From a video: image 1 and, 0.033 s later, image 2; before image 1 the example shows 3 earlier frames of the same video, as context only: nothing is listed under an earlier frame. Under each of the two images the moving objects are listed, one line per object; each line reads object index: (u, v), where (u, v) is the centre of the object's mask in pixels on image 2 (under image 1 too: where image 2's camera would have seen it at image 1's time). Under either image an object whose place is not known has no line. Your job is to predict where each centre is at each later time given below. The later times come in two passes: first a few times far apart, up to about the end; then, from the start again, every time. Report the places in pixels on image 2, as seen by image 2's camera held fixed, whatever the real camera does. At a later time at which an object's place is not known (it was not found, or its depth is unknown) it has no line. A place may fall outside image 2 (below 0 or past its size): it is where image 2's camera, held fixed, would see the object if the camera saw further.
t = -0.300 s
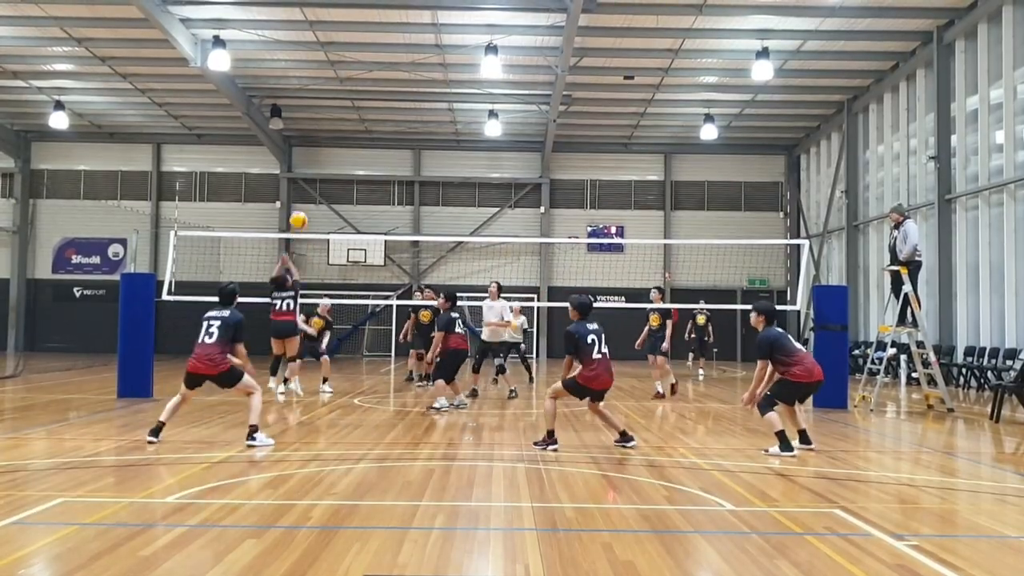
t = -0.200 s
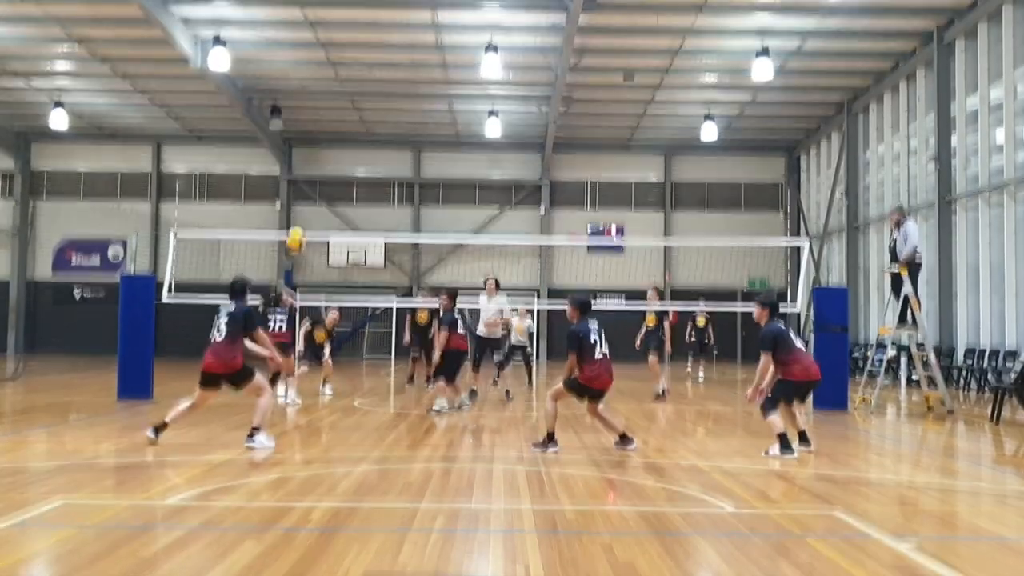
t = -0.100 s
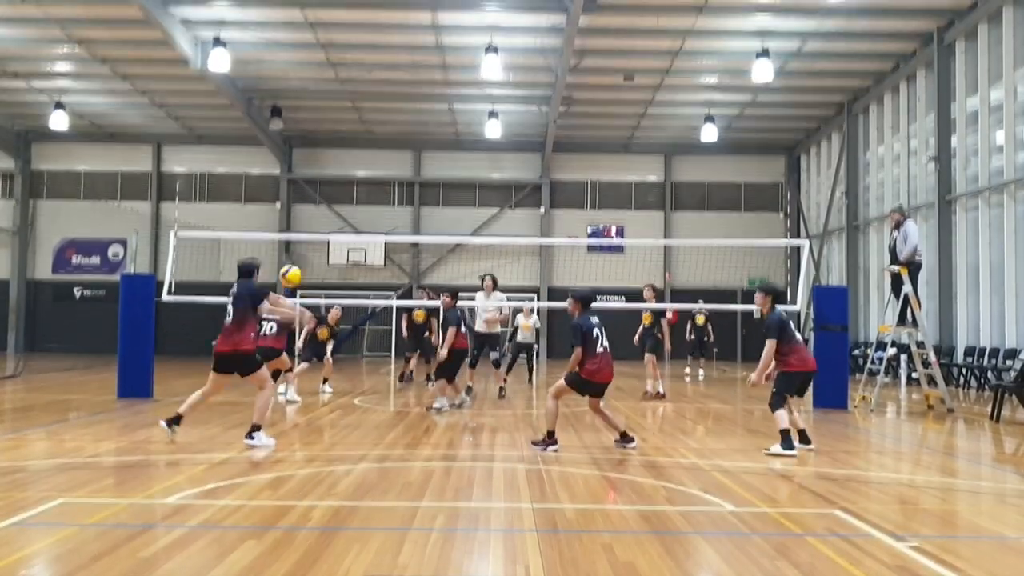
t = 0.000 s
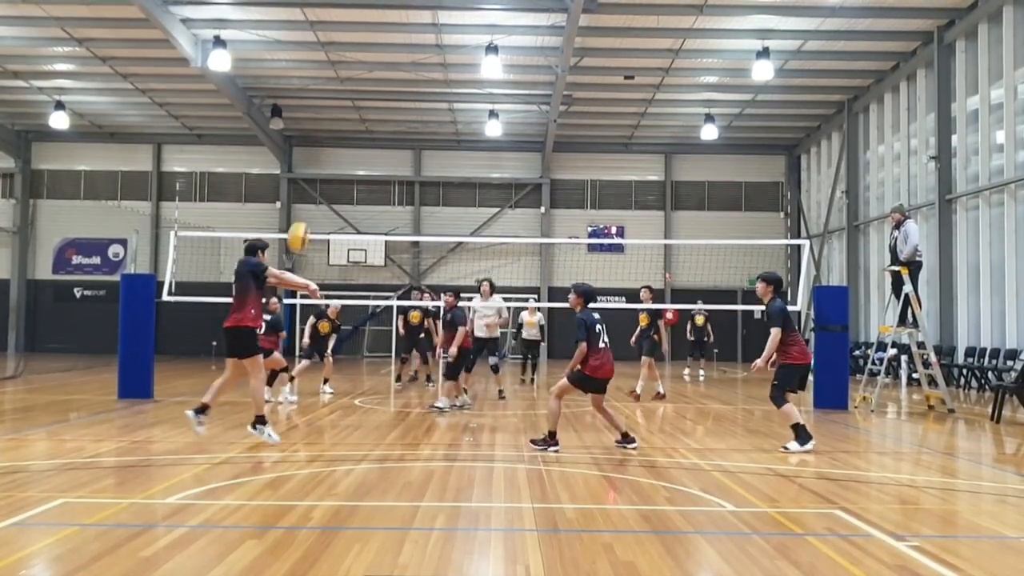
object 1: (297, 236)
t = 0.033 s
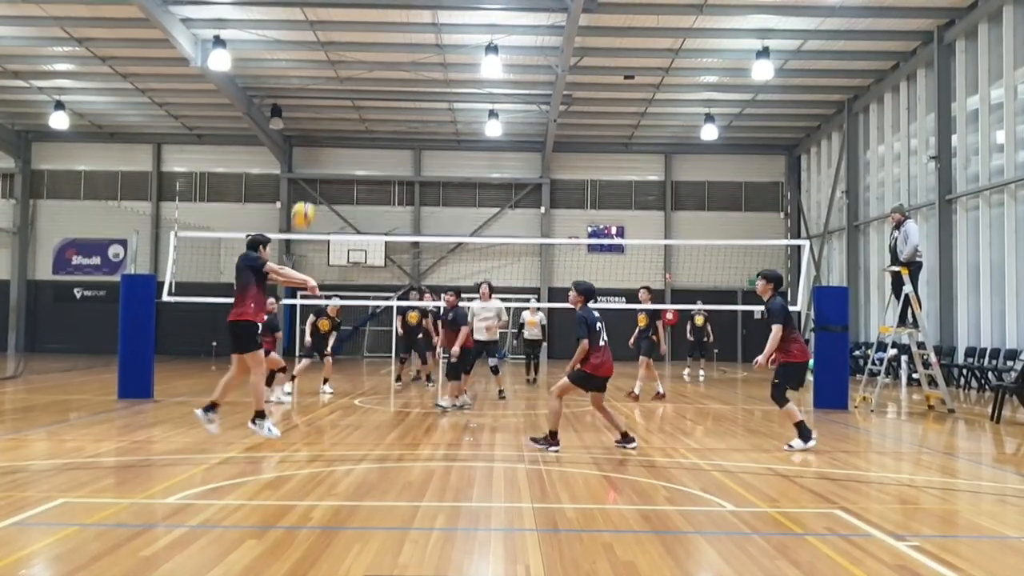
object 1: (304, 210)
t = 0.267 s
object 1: (327, 98)
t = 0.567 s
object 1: (349, 48)
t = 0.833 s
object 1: (365, 66)
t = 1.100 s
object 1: (377, 130)
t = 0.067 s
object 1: (308, 188)
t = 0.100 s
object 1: (310, 169)
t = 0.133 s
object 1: (314, 153)
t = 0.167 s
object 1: (318, 137)
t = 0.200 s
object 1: (321, 123)
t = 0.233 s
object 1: (324, 109)
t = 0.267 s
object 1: (327, 98)
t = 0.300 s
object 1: (331, 87)
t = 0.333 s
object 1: (334, 78)
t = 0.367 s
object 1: (338, 69)
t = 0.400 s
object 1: (339, 64)
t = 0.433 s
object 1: (341, 59)
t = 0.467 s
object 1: (343, 54)
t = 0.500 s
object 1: (345, 51)
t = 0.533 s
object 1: (347, 48)
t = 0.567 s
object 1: (349, 48)
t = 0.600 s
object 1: (350, 47)
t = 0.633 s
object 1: (352, 47)
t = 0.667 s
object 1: (354, 48)
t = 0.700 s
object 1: (357, 49)
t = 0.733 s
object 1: (359, 52)
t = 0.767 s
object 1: (361, 55)
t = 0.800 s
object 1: (363, 60)
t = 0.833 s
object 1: (365, 66)
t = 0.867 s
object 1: (366, 71)
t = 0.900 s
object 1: (368, 77)
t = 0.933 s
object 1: (369, 85)
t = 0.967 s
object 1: (371, 93)
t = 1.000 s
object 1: (372, 101)
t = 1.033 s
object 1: (373, 110)
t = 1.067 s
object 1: (374, 120)
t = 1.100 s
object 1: (377, 130)
